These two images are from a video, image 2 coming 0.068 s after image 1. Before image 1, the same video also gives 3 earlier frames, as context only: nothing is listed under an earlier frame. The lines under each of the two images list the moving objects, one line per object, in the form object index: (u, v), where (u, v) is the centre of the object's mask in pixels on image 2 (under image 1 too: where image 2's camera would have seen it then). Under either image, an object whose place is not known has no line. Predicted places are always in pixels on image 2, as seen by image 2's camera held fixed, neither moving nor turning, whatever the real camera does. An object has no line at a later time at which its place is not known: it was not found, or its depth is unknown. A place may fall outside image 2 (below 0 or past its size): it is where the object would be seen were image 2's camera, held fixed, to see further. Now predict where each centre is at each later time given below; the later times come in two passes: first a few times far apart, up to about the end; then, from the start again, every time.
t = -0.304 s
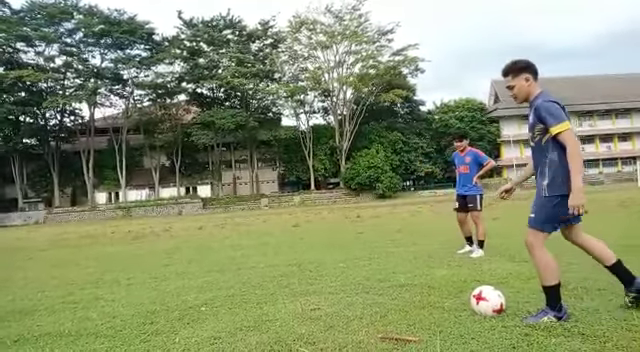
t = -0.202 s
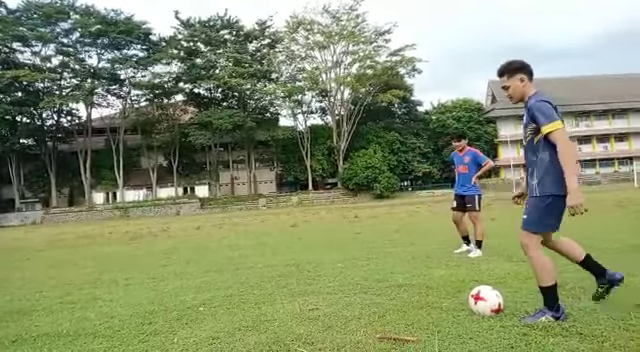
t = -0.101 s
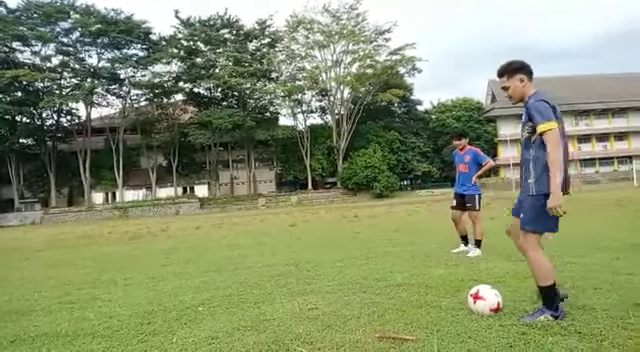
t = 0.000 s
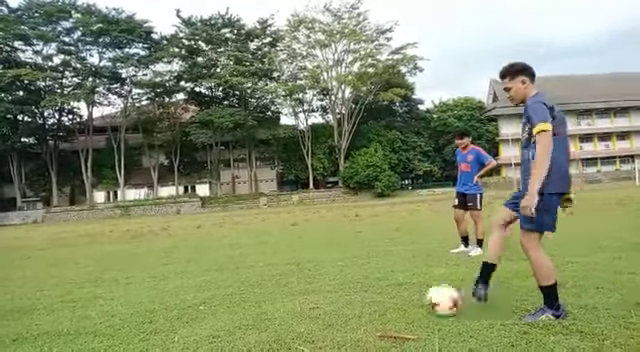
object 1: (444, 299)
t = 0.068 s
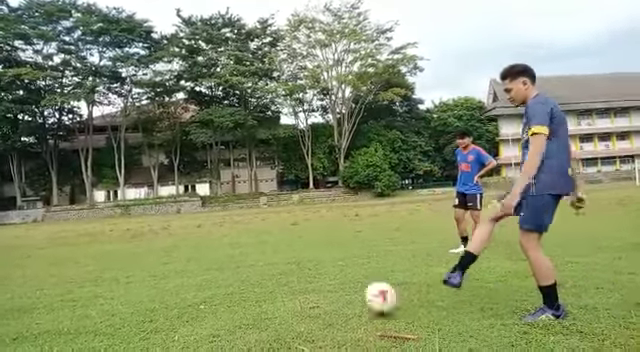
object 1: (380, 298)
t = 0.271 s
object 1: (212, 311)
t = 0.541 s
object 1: (47, 317)
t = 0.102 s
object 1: (350, 298)
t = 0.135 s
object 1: (321, 302)
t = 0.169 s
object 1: (291, 305)
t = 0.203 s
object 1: (262, 310)
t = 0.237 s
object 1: (236, 312)
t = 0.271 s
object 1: (212, 311)
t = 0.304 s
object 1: (189, 310)
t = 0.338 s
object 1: (167, 311)
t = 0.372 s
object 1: (145, 313)
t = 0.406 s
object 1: (123, 317)
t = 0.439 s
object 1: (101, 321)
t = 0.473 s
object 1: (82, 320)
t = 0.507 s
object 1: (63, 319)
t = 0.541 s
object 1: (47, 317)
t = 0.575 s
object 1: (30, 316)
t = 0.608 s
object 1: (12, 318)
